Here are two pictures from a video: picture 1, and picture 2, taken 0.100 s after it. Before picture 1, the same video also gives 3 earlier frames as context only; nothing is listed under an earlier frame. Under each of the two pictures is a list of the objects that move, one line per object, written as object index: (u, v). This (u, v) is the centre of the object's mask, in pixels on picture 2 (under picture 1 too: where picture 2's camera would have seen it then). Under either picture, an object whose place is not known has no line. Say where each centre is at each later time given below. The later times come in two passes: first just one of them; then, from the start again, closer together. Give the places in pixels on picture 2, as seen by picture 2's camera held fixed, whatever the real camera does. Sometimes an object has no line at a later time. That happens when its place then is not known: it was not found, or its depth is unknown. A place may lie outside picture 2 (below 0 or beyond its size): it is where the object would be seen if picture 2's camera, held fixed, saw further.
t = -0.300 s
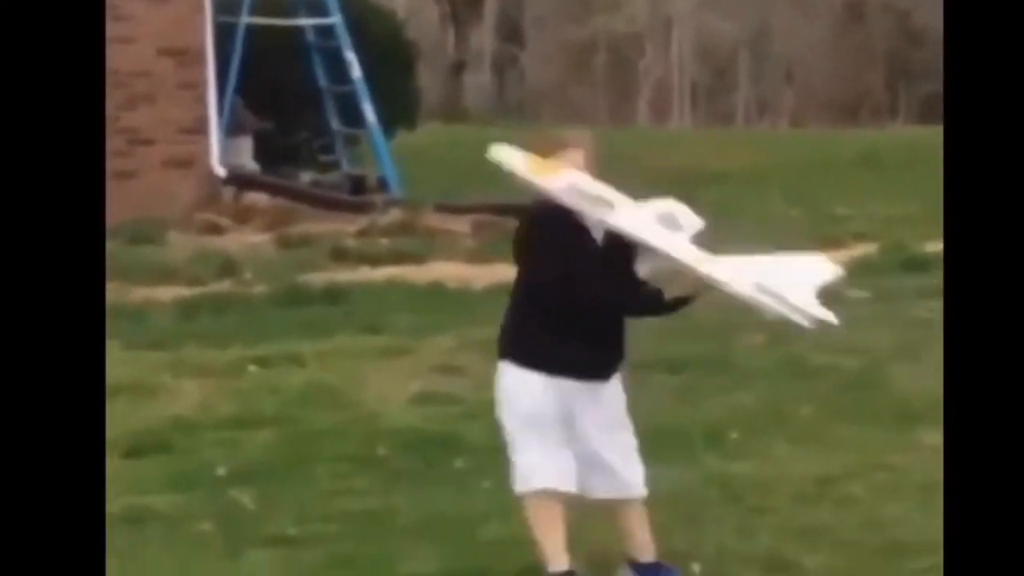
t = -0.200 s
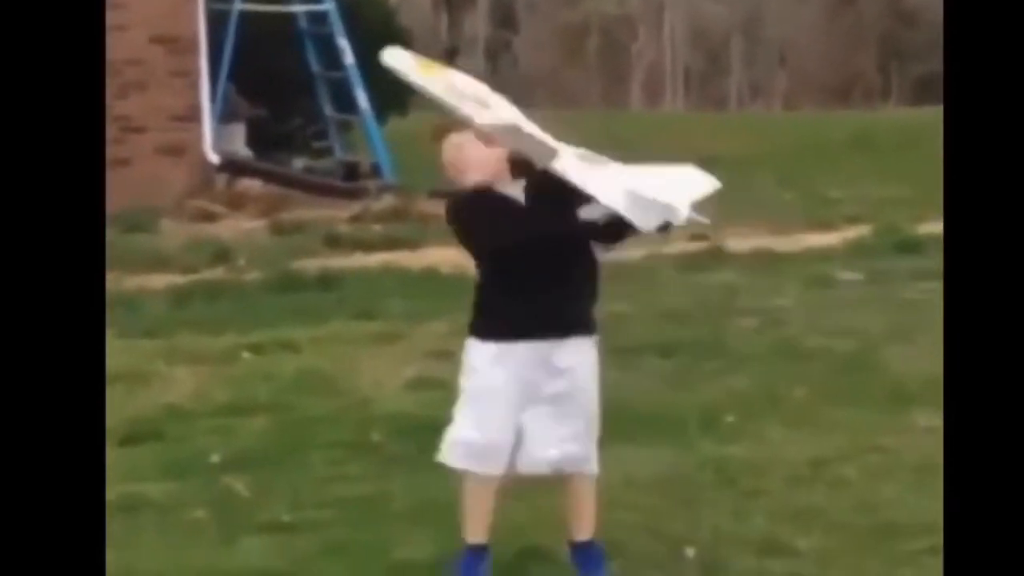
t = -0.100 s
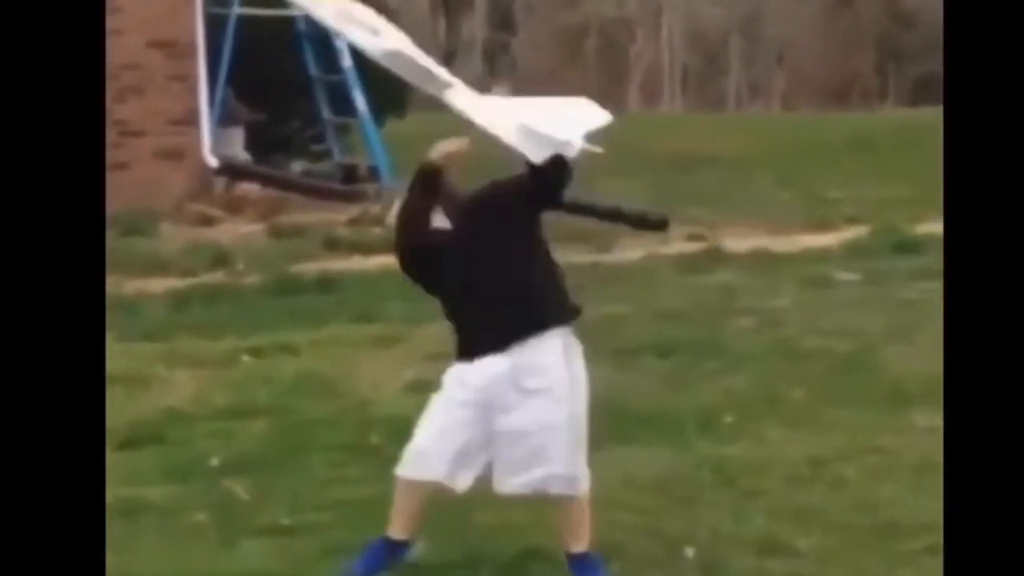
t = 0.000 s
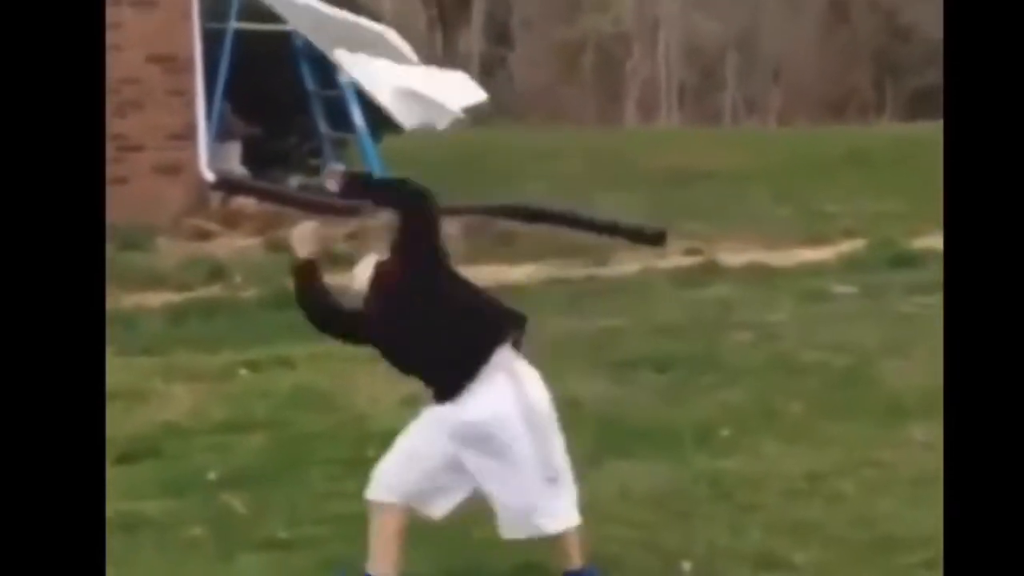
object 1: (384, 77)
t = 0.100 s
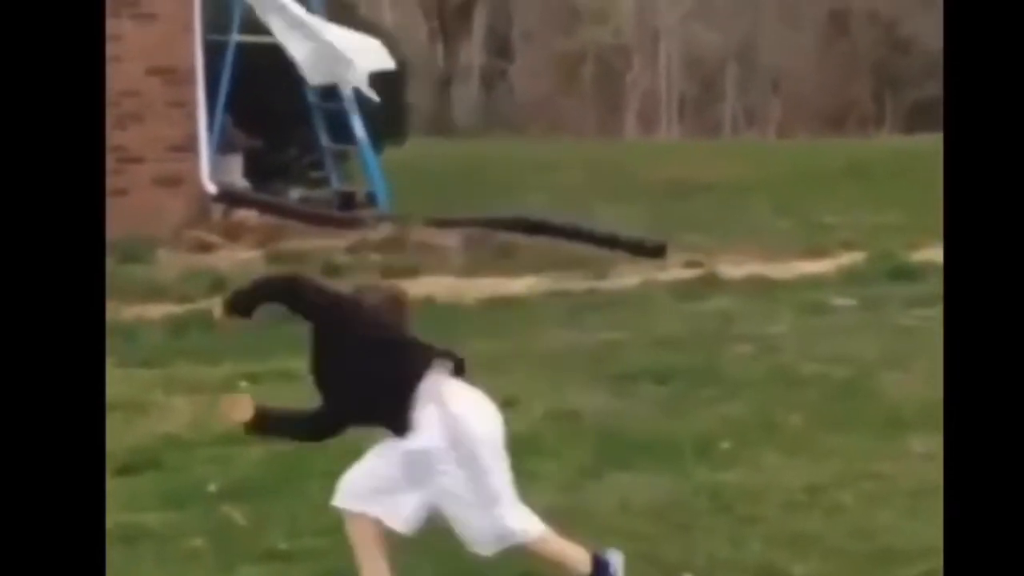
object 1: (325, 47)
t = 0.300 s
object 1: (260, 34)
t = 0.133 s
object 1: (308, 37)
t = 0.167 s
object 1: (295, 30)
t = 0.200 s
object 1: (282, 25)
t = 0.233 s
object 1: (274, 25)
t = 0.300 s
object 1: (260, 34)
